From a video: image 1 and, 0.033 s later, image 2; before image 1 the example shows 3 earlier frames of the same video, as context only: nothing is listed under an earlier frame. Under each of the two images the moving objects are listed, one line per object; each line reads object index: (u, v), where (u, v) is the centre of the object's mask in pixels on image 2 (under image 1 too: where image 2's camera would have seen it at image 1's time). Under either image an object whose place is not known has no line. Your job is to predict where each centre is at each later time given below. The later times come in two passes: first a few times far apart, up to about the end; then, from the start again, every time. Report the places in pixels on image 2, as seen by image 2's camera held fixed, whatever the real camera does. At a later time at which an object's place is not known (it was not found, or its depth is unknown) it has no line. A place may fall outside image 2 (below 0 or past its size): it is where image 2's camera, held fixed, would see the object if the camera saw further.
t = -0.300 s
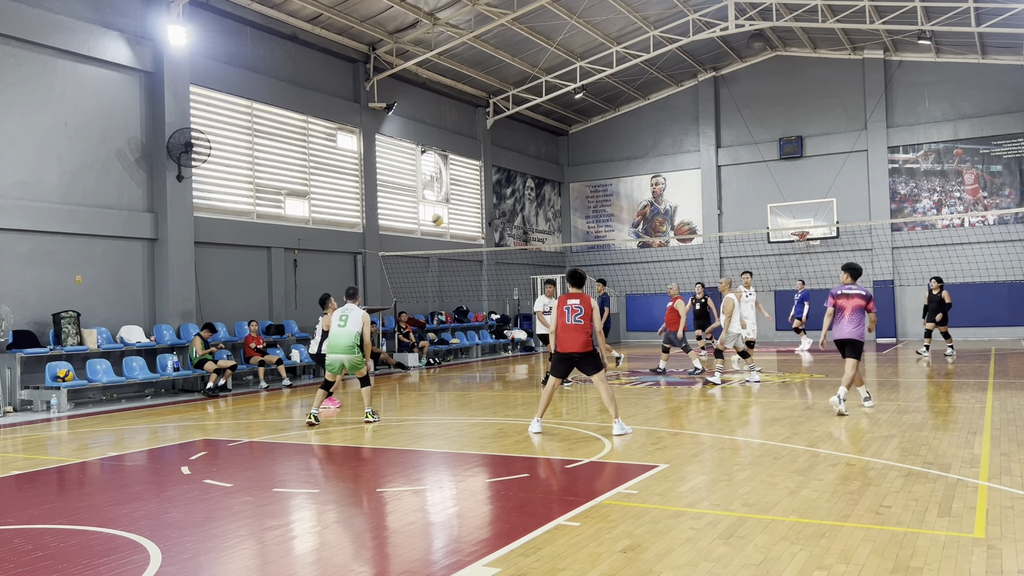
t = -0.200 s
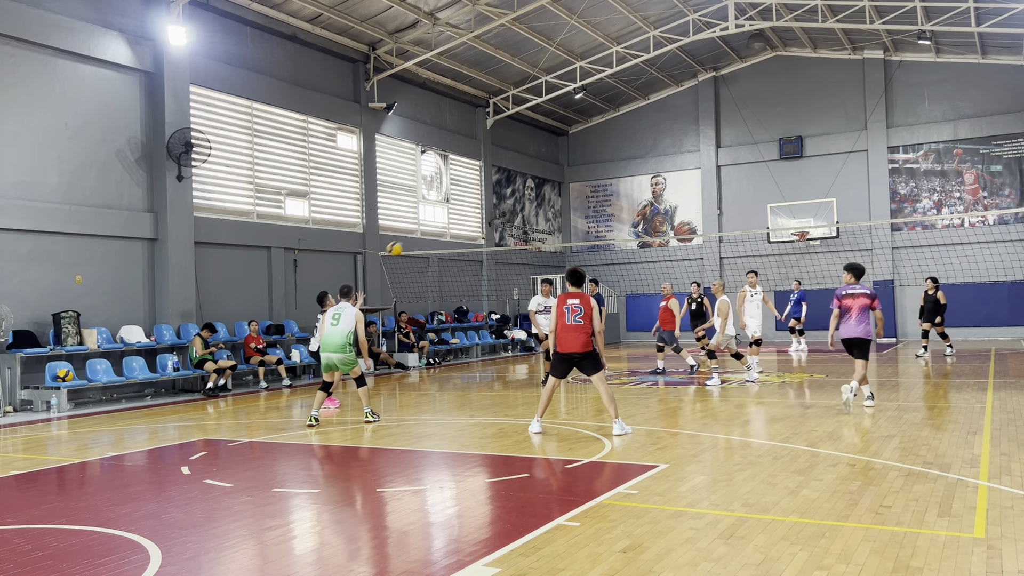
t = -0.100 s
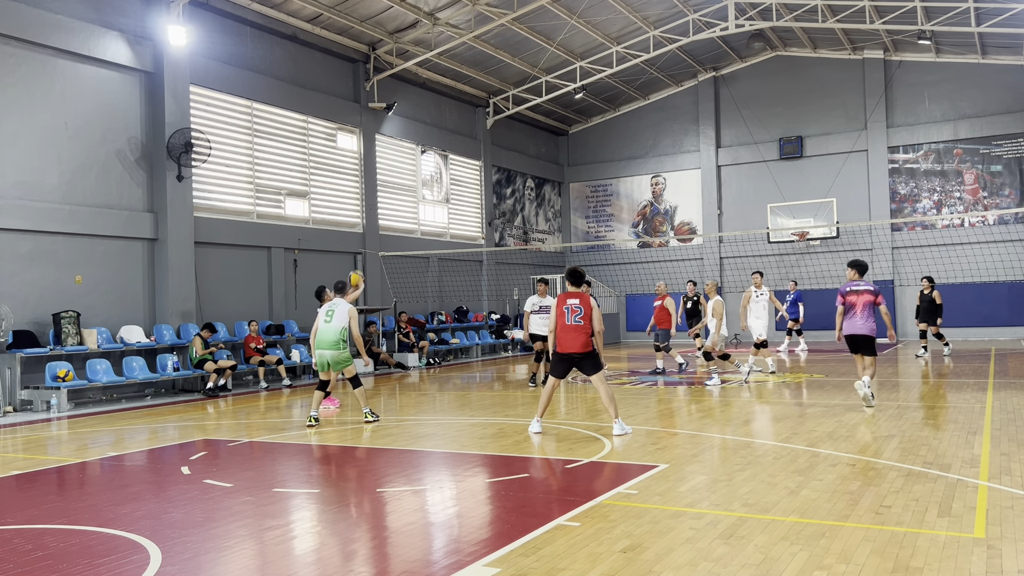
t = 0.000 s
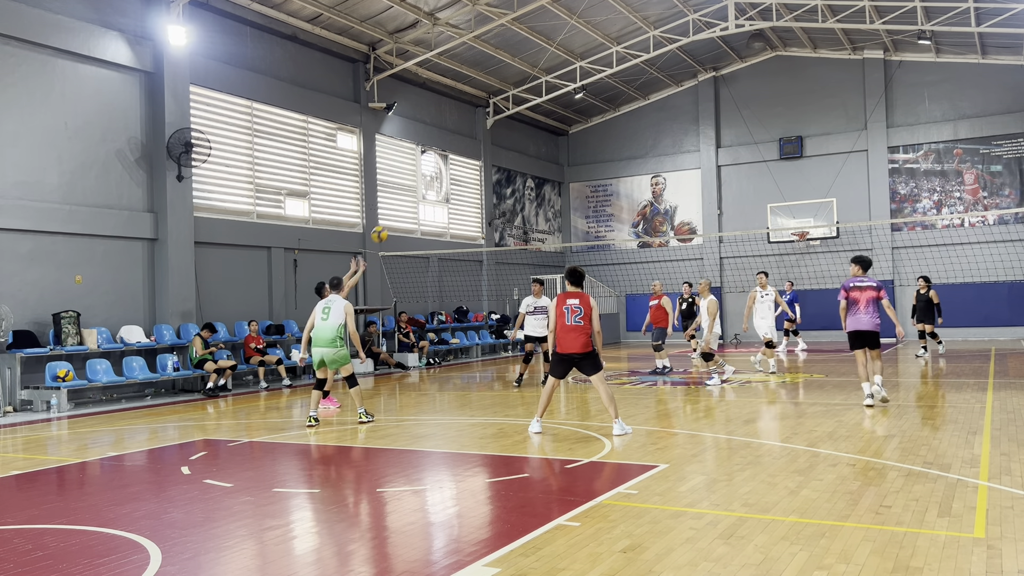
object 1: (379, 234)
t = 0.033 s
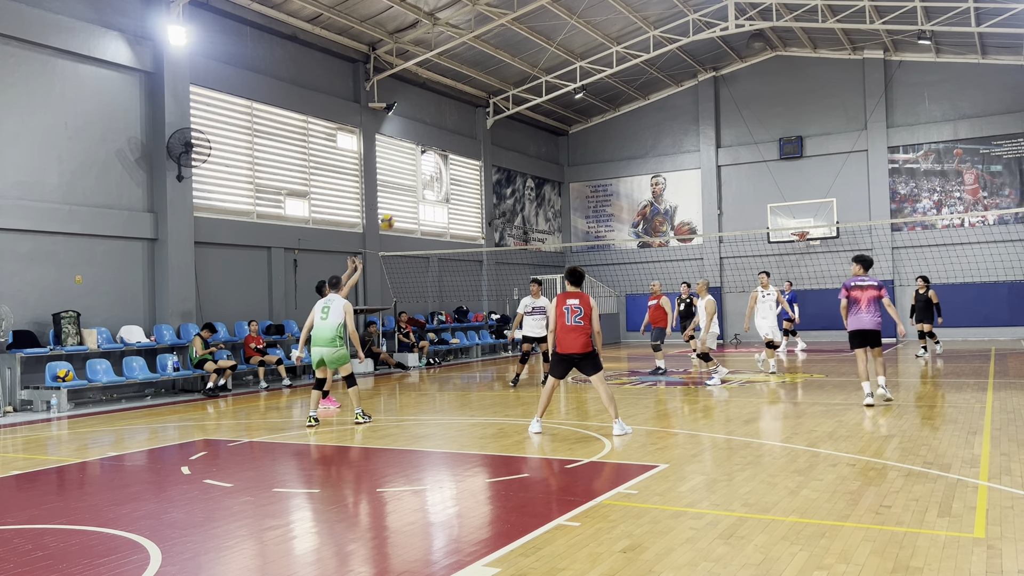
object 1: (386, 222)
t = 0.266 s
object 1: (443, 155)
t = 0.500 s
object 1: (493, 129)
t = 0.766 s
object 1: (548, 144)
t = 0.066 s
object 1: (395, 209)
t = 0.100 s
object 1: (403, 197)
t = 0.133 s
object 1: (411, 187)
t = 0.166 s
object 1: (419, 178)
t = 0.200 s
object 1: (427, 170)
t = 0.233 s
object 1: (435, 161)
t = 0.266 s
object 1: (443, 155)
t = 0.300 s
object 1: (450, 149)
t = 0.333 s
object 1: (457, 144)
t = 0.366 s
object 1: (464, 139)
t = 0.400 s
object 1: (472, 135)
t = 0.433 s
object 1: (479, 133)
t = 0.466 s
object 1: (486, 130)
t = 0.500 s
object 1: (493, 129)
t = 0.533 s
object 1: (500, 128)
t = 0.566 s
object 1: (507, 128)
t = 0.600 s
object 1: (514, 129)
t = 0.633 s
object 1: (521, 130)
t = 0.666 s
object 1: (528, 133)
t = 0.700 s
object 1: (535, 136)
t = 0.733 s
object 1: (542, 139)
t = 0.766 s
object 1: (548, 144)
